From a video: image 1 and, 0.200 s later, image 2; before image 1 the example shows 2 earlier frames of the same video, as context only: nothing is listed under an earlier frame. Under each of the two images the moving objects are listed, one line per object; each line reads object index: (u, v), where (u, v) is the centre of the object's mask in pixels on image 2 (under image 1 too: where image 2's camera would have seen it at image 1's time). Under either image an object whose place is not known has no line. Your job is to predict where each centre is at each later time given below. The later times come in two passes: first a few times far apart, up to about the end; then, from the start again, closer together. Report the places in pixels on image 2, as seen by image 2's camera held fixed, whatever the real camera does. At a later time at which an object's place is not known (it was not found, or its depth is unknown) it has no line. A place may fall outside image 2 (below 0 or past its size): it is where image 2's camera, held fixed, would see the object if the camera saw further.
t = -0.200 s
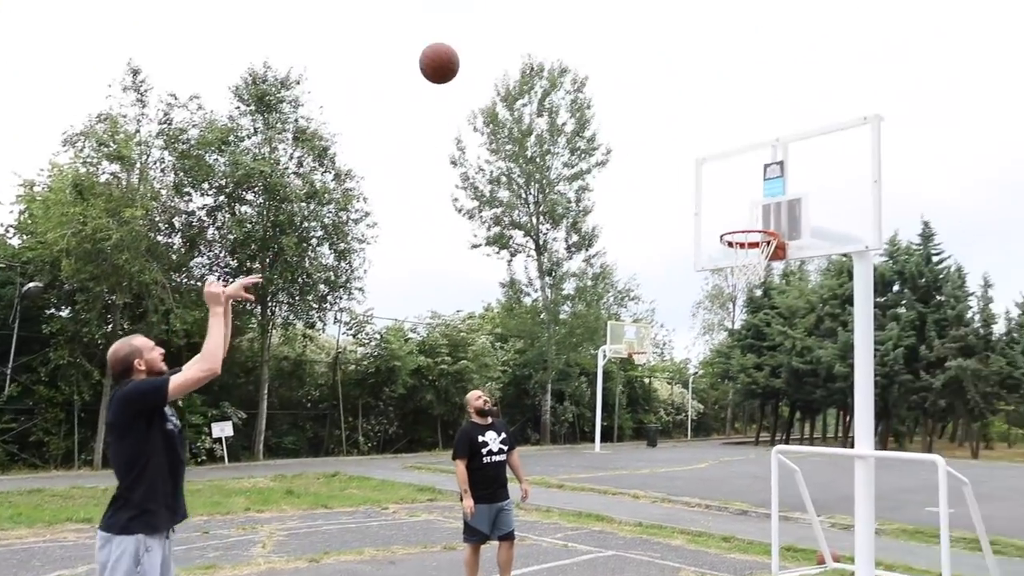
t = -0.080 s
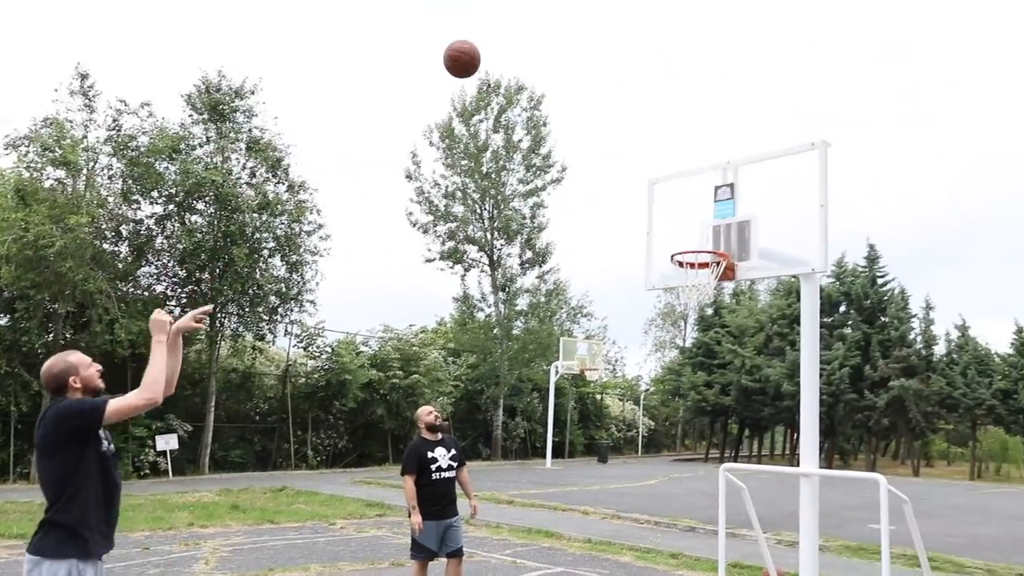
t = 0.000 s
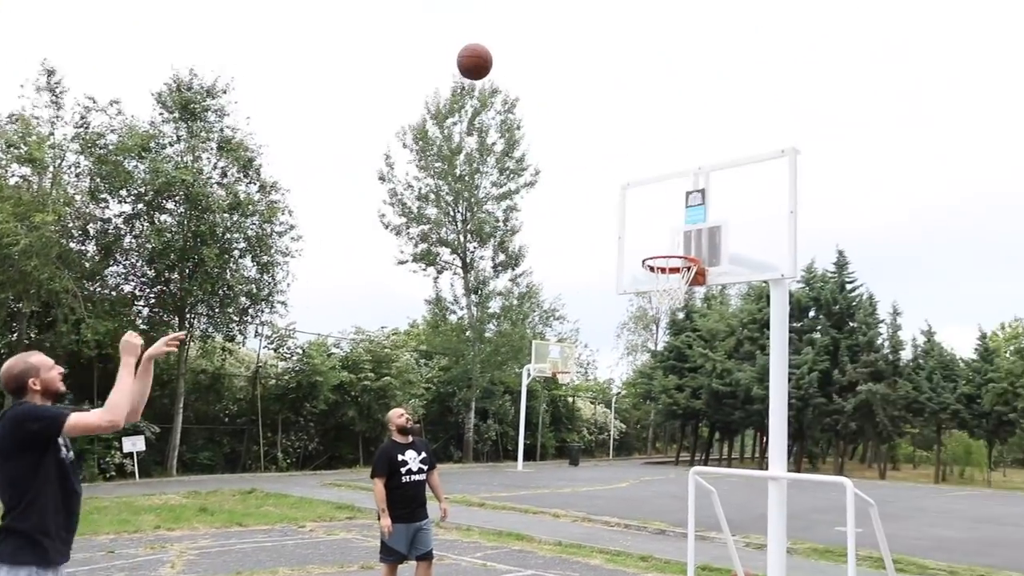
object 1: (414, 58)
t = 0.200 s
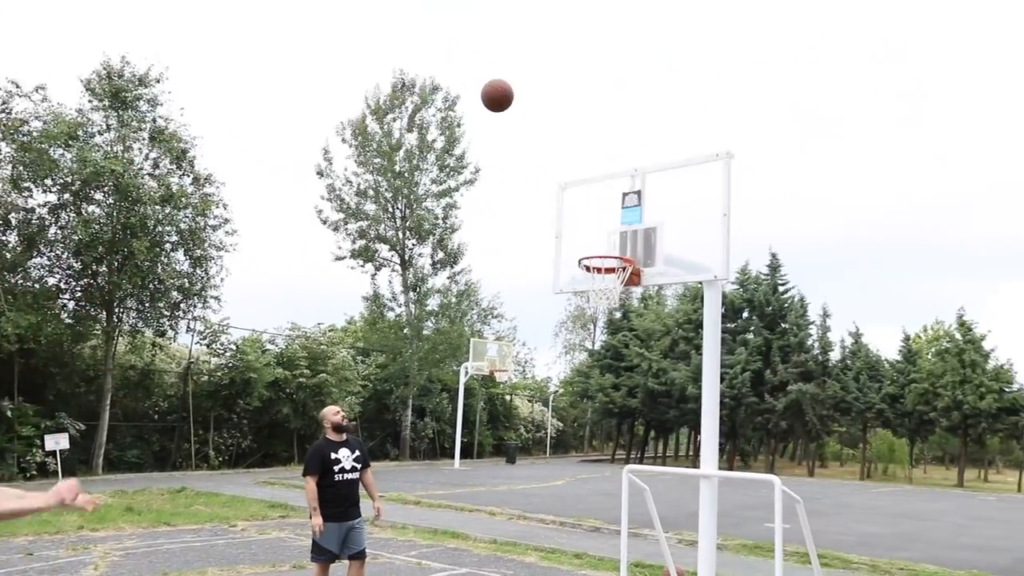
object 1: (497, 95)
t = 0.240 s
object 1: (512, 108)
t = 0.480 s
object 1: (587, 213)
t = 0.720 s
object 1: (631, 310)
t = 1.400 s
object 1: (661, 518)
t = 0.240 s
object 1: (512, 108)
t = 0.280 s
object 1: (526, 122)
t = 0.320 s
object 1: (539, 137)
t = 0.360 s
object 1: (552, 155)
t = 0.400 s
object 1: (564, 173)
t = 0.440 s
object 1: (576, 192)
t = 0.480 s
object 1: (587, 213)
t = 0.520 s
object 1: (598, 236)
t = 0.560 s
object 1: (607, 259)
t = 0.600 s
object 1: (619, 280)
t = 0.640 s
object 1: (624, 292)
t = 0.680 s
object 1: (628, 300)
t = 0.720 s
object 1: (631, 310)
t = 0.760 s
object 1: (635, 323)
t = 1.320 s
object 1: (667, 561)
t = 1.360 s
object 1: (666, 539)
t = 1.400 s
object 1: (661, 518)
